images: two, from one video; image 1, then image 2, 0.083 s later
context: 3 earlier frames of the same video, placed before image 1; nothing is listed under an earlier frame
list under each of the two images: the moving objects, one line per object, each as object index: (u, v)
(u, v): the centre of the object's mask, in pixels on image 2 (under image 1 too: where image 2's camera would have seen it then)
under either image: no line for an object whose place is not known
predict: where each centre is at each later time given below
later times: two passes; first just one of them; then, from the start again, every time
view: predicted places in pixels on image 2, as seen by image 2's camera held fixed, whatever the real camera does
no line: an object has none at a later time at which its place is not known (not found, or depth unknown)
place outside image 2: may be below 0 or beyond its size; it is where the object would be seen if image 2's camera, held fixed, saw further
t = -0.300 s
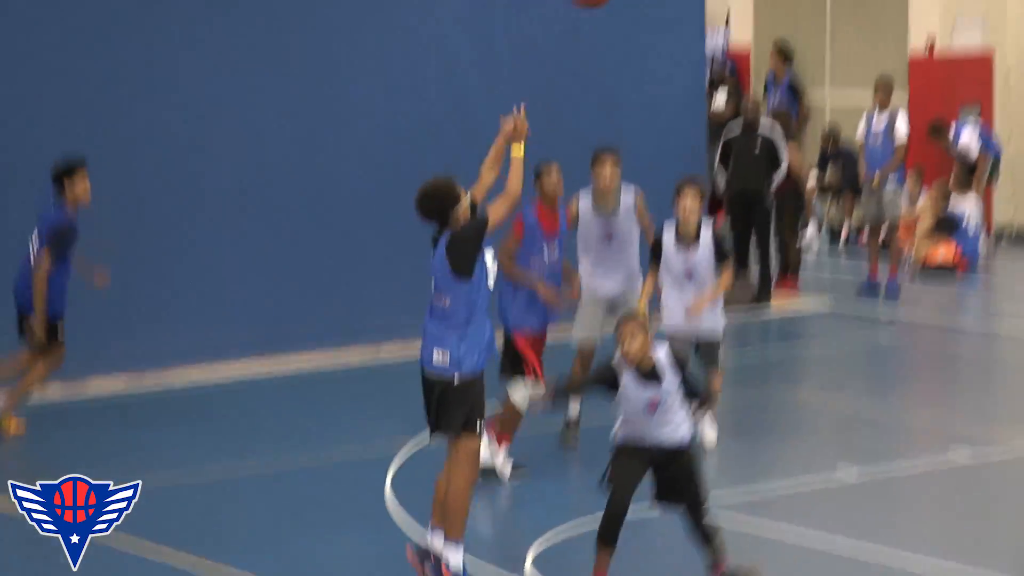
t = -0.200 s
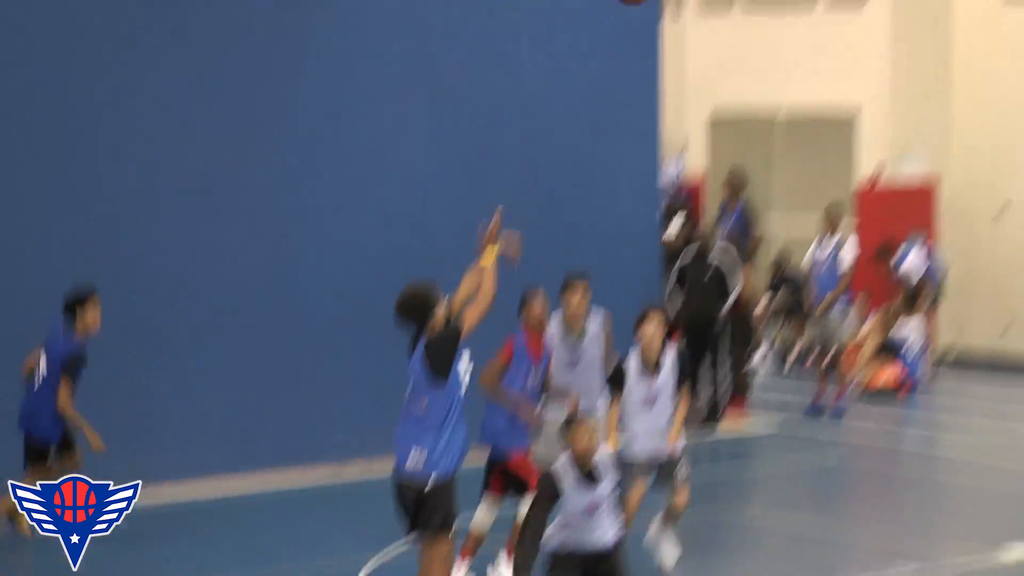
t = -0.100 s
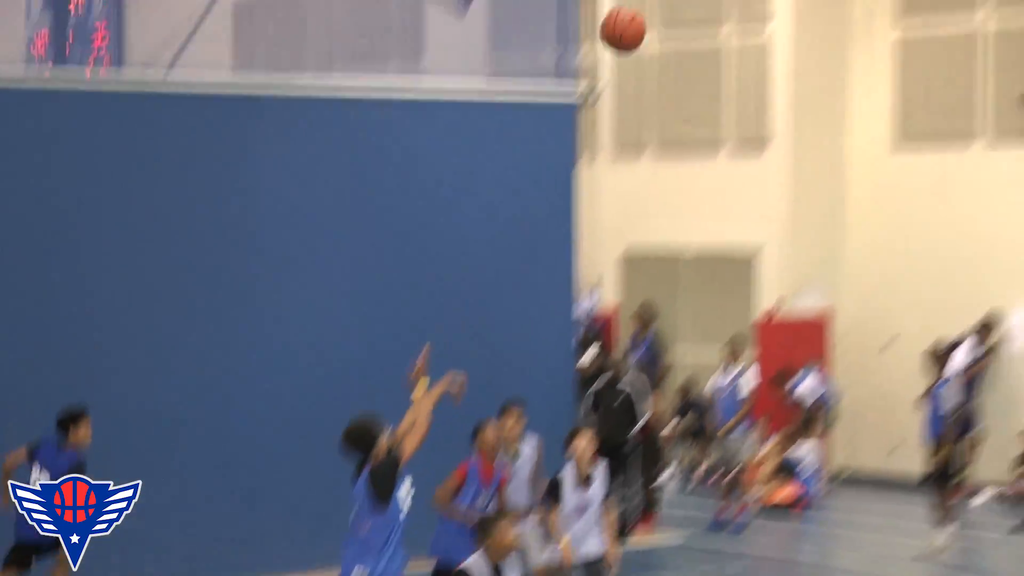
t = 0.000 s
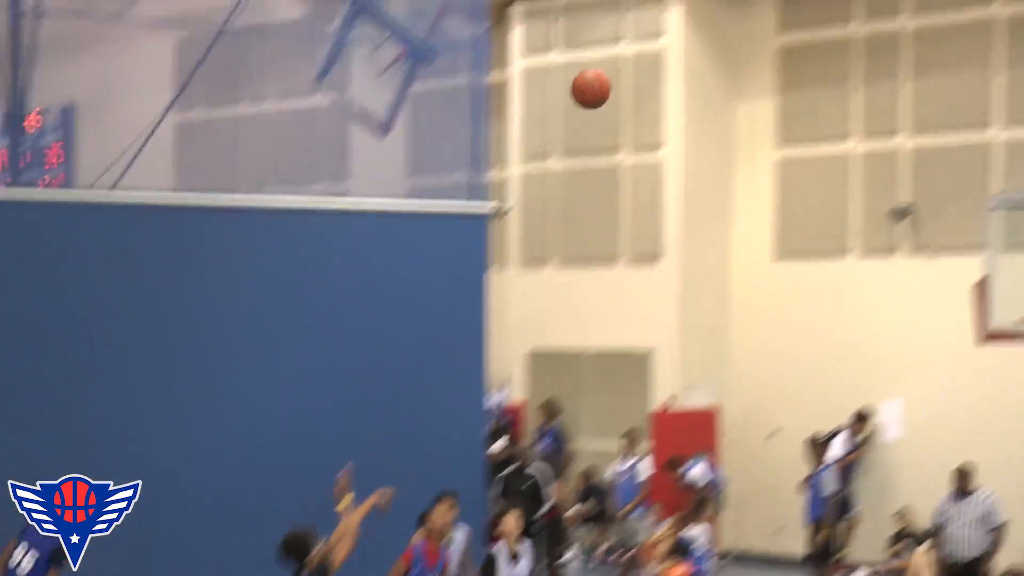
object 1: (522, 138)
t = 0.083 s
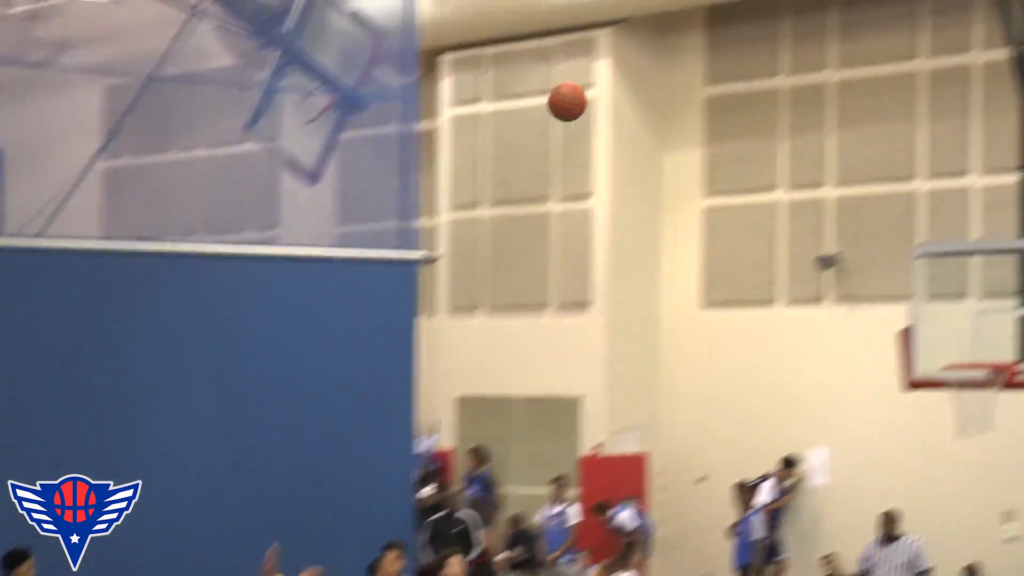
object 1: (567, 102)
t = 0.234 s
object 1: (642, 70)
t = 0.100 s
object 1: (576, 96)
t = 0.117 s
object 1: (584, 92)
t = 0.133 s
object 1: (592, 87)
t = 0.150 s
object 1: (601, 83)
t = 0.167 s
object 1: (609, 79)
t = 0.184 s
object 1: (617, 76)
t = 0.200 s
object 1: (626, 74)
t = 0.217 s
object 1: (634, 72)
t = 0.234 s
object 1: (642, 70)
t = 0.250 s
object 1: (650, 68)
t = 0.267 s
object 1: (658, 67)
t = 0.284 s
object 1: (666, 66)
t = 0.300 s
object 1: (674, 66)
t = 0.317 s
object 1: (682, 65)
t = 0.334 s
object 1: (690, 65)
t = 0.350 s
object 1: (697, 67)
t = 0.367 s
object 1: (705, 68)
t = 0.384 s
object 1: (713, 70)
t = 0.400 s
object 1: (720, 72)
